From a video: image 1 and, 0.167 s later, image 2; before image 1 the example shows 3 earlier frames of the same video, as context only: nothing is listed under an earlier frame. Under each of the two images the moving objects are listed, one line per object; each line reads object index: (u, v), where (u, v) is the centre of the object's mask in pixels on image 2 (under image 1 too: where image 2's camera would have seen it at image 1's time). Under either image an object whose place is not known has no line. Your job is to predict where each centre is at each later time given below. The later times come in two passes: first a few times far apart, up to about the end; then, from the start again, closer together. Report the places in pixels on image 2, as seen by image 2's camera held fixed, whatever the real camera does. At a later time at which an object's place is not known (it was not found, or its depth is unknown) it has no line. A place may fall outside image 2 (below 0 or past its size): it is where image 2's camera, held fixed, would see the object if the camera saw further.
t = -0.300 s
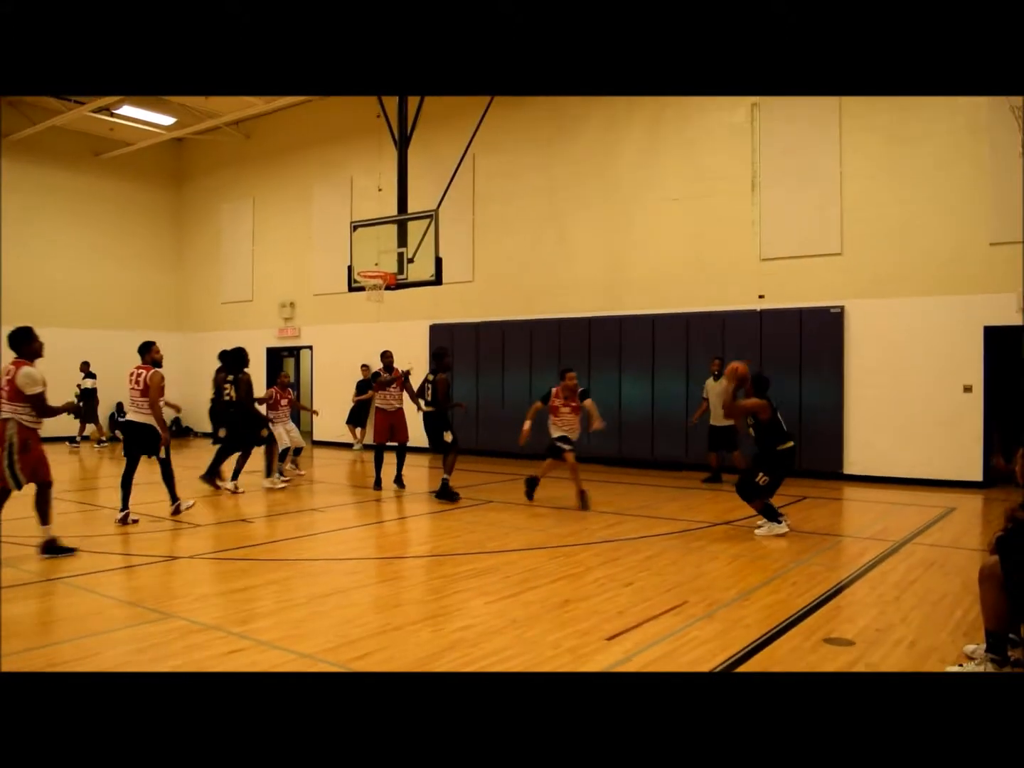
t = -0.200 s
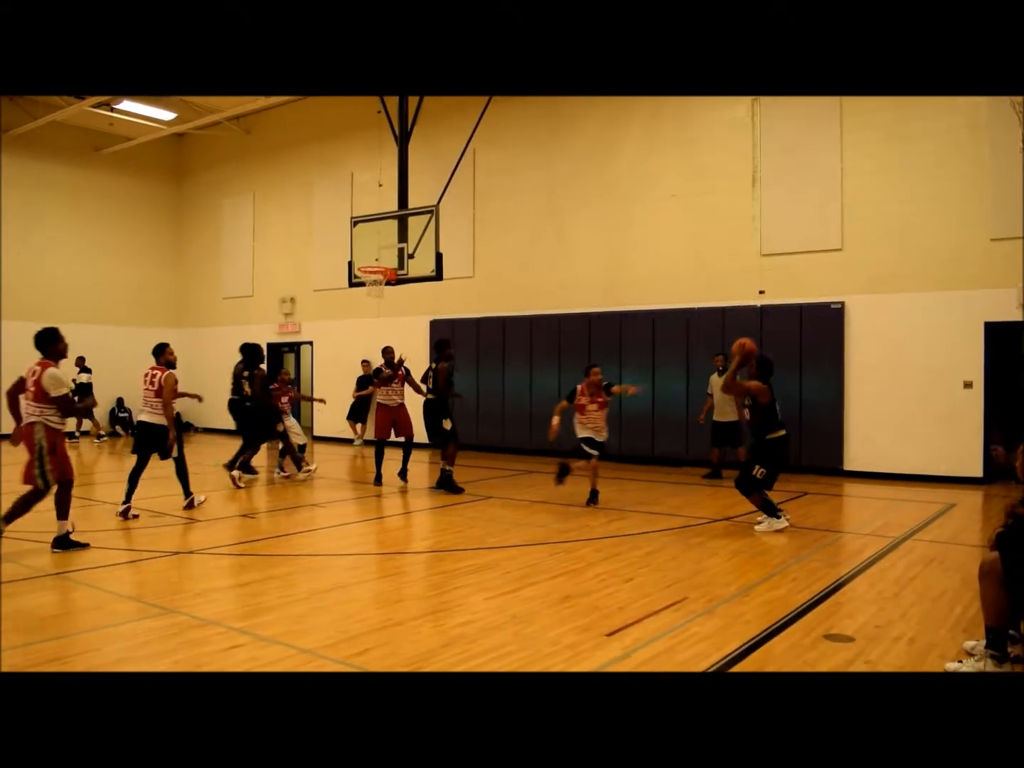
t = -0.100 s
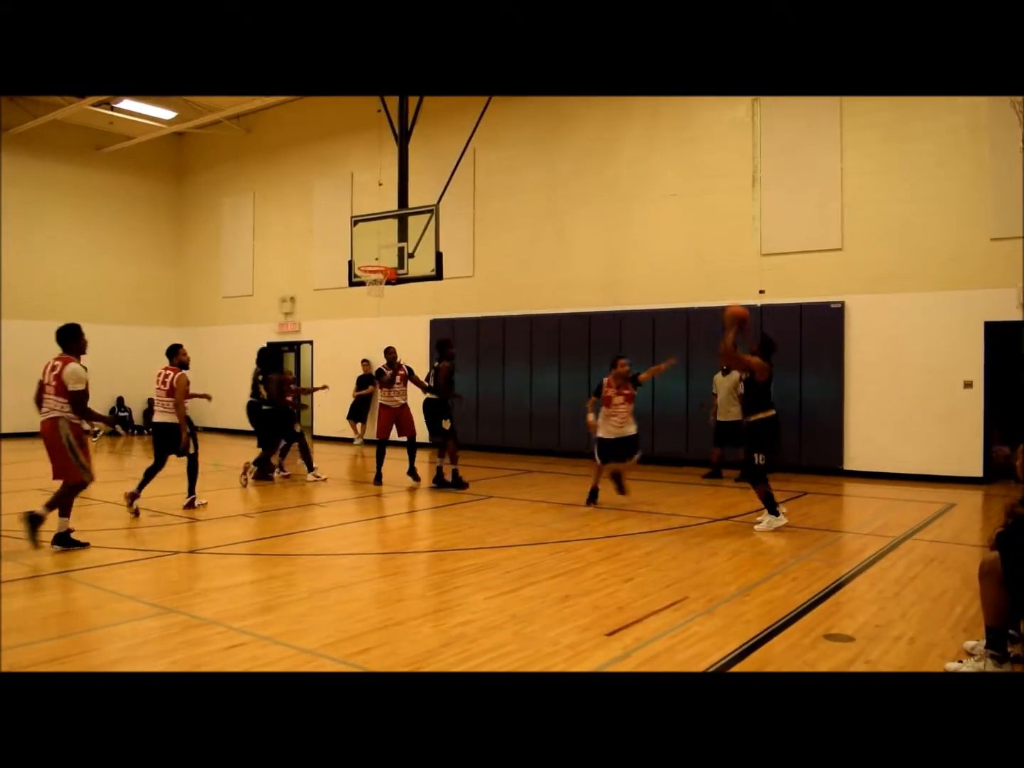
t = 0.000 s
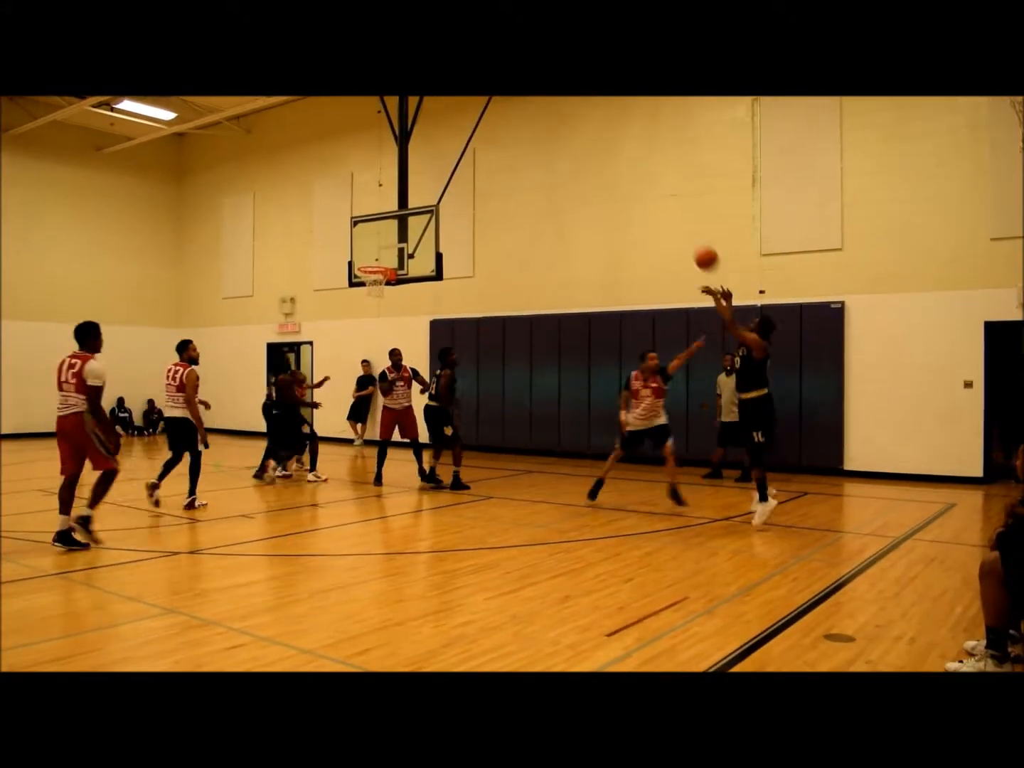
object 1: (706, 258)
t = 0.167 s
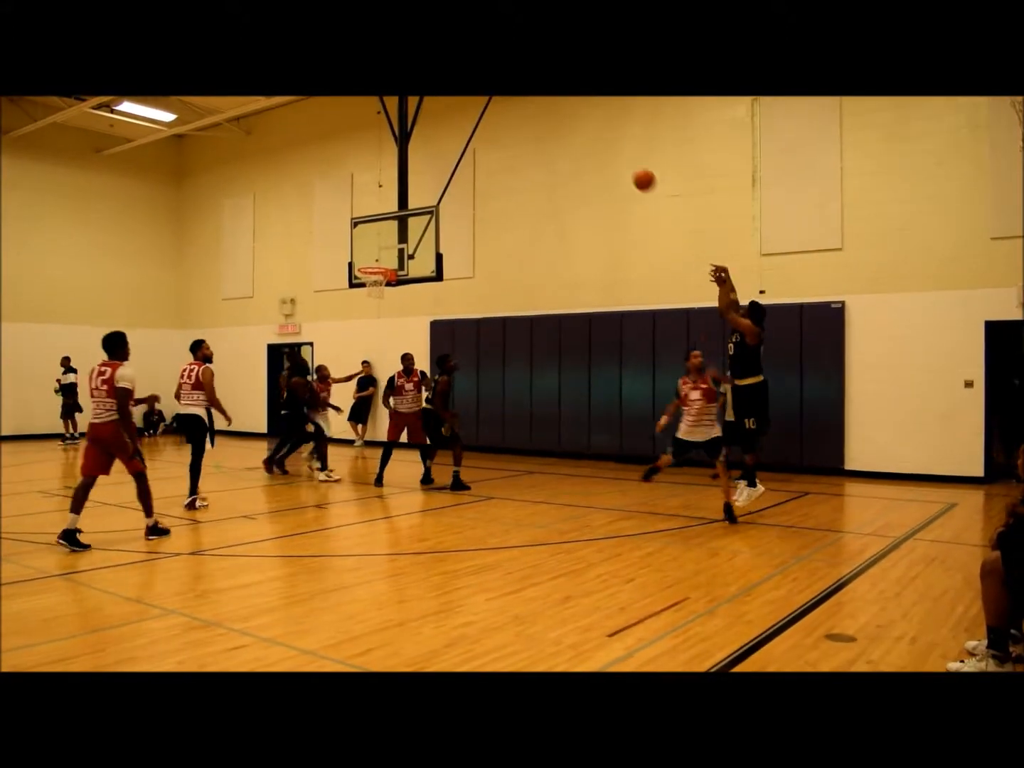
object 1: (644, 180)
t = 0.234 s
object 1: (621, 158)
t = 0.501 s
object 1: (541, 117)
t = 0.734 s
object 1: (486, 130)
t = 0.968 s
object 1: (437, 177)
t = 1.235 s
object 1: (392, 261)
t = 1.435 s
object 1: (383, 227)
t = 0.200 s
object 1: (632, 169)
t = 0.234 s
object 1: (621, 158)
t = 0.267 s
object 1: (610, 150)
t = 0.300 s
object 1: (599, 141)
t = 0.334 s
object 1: (588, 135)
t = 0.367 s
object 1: (579, 129)
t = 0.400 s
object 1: (569, 125)
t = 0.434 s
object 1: (560, 121)
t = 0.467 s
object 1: (551, 119)
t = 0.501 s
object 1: (541, 117)
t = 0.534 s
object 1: (533, 116)
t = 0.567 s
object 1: (524, 116)
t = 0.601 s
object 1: (516, 117)
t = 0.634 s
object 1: (508, 119)
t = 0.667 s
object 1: (500, 122)
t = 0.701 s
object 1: (493, 125)
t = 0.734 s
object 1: (486, 130)
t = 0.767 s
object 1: (478, 134)
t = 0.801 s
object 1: (470, 140)
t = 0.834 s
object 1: (463, 146)
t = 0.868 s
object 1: (457, 152)
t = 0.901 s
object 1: (449, 161)
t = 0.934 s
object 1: (443, 169)
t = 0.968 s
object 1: (437, 177)
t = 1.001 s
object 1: (431, 187)
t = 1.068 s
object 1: (418, 207)
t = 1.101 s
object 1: (413, 219)
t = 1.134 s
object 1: (407, 230)
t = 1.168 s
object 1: (401, 242)
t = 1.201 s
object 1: (396, 255)
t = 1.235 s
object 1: (392, 261)
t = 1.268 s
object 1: (391, 252)
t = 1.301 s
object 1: (390, 246)
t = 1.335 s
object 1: (388, 240)
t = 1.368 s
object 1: (386, 235)
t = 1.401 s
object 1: (384, 230)
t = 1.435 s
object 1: (383, 227)
